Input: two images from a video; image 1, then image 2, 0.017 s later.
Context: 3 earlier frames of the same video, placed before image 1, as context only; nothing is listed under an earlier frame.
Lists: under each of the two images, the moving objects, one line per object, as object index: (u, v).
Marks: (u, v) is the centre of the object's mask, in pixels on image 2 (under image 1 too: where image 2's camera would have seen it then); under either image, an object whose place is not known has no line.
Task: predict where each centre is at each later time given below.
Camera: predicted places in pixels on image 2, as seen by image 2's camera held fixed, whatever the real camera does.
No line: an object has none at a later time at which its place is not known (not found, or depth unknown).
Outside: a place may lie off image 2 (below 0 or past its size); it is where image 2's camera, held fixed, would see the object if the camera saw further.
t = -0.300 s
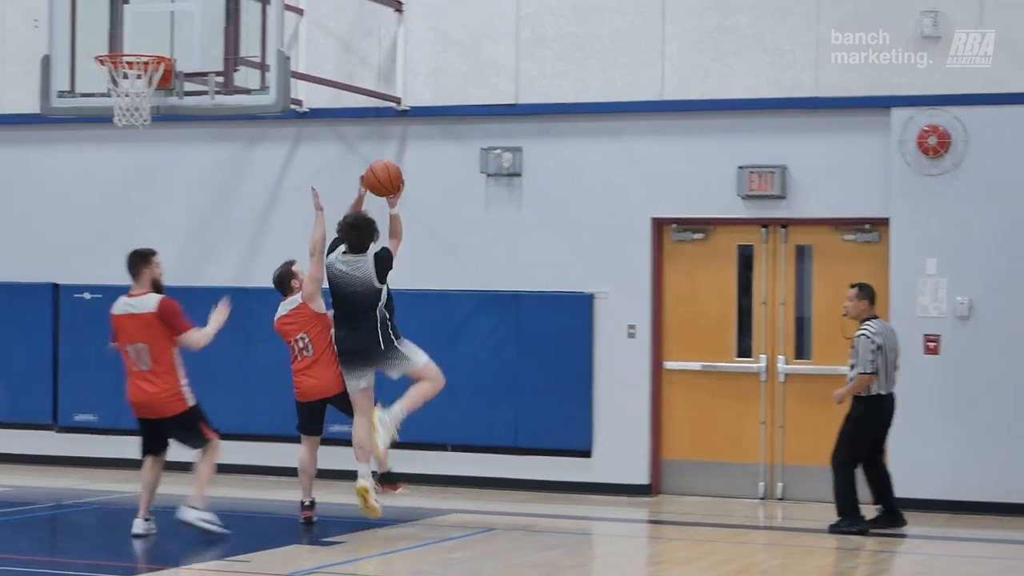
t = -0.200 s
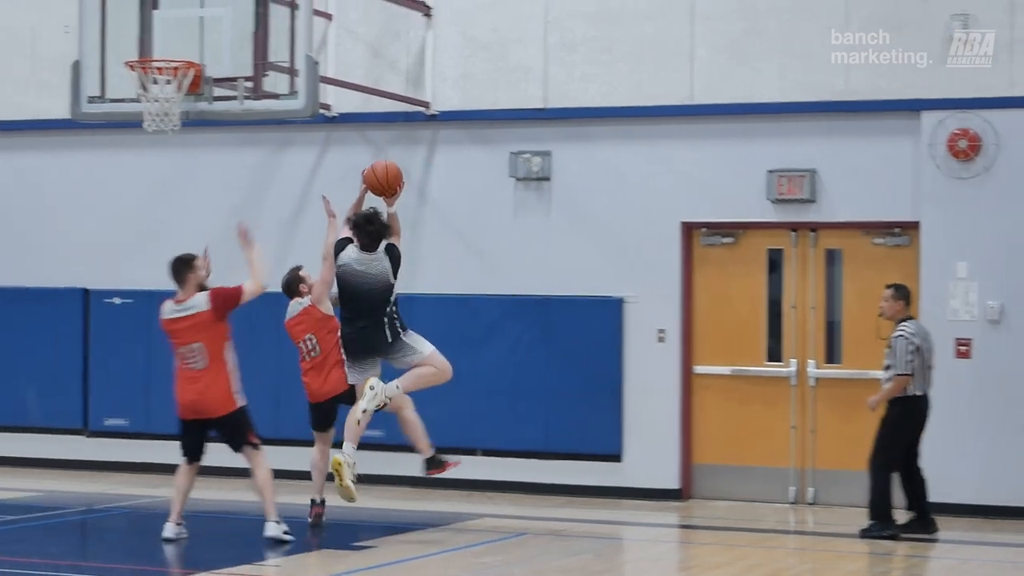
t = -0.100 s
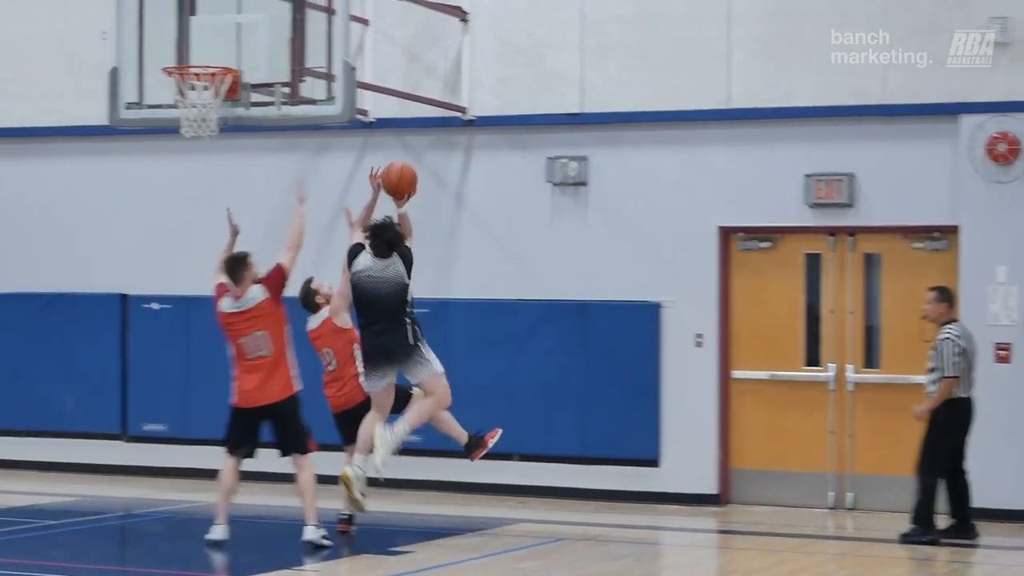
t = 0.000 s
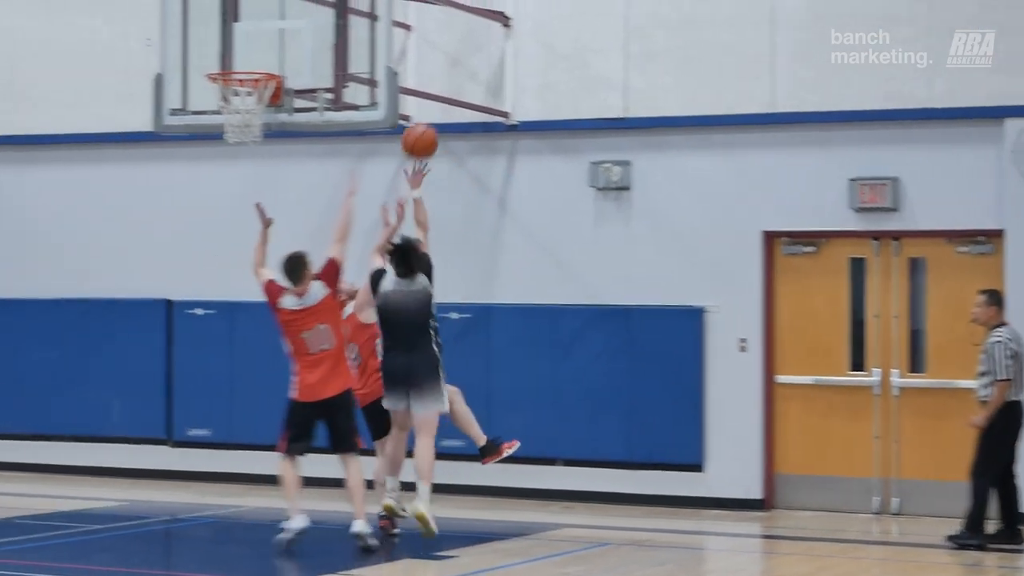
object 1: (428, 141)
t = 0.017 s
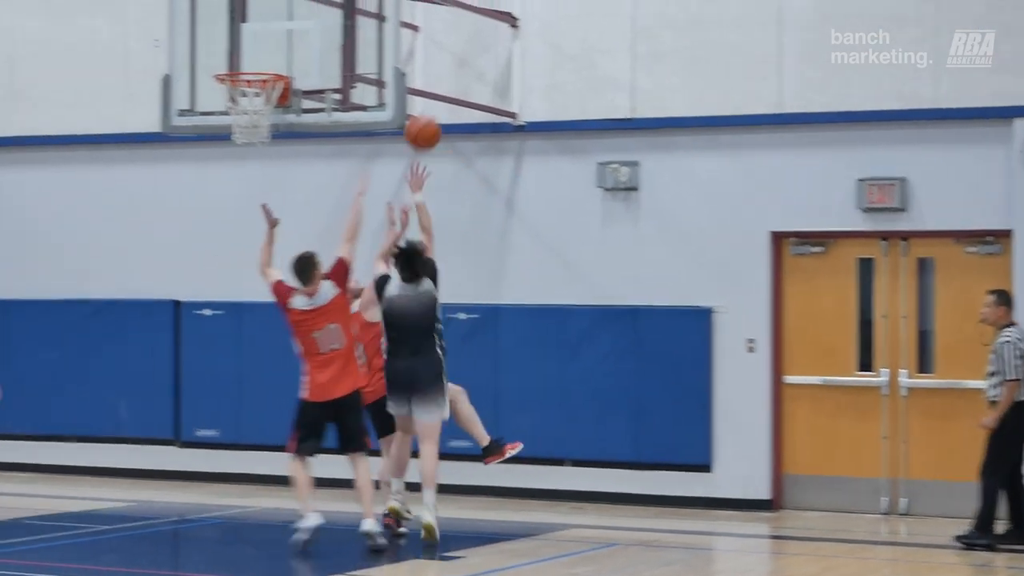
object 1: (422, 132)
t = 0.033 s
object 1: (417, 123)
